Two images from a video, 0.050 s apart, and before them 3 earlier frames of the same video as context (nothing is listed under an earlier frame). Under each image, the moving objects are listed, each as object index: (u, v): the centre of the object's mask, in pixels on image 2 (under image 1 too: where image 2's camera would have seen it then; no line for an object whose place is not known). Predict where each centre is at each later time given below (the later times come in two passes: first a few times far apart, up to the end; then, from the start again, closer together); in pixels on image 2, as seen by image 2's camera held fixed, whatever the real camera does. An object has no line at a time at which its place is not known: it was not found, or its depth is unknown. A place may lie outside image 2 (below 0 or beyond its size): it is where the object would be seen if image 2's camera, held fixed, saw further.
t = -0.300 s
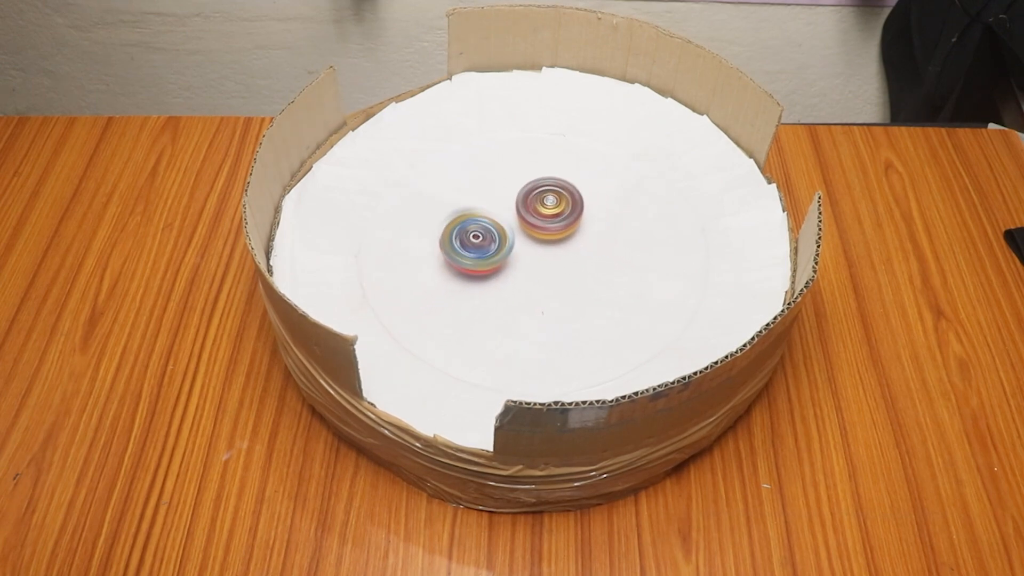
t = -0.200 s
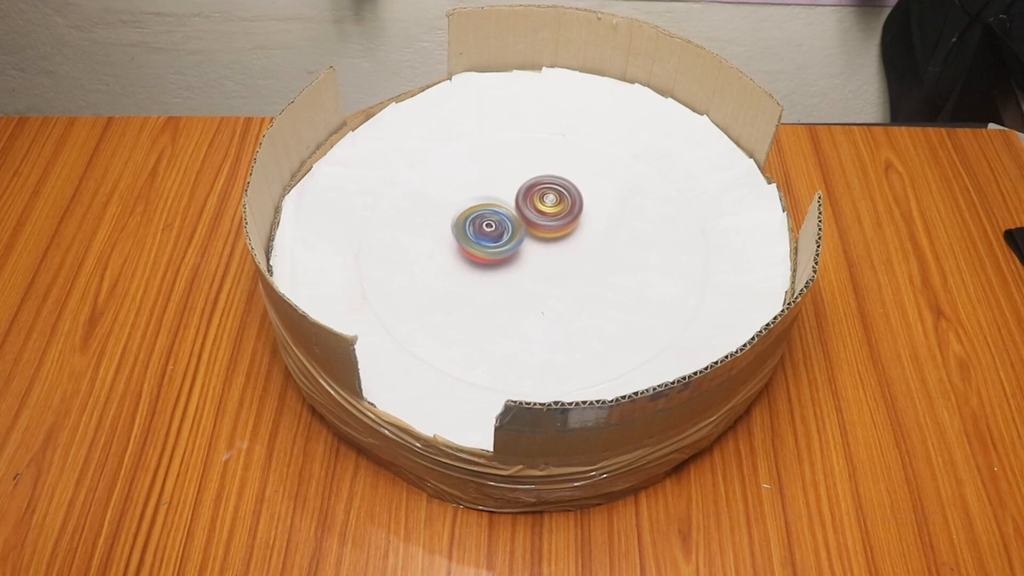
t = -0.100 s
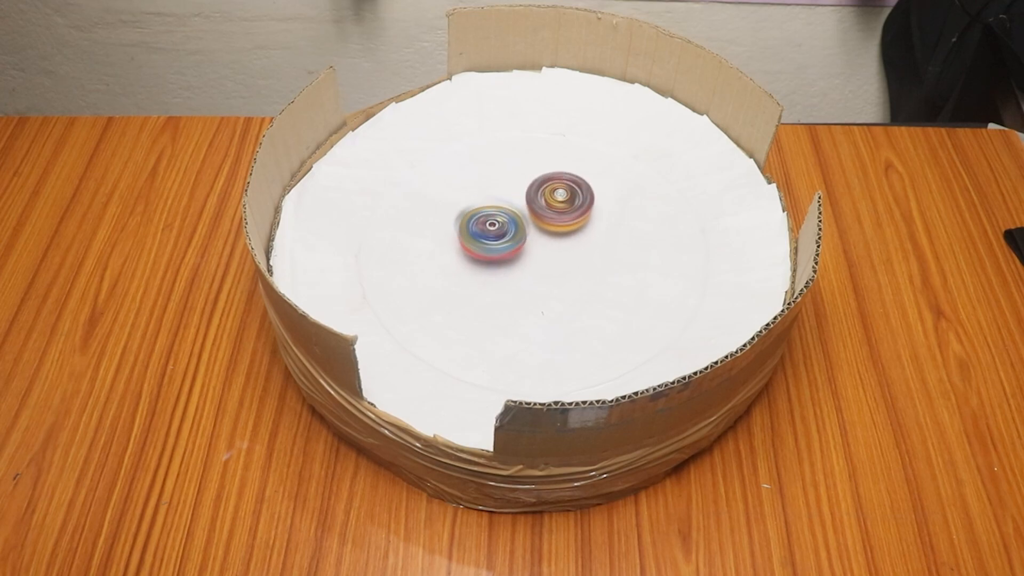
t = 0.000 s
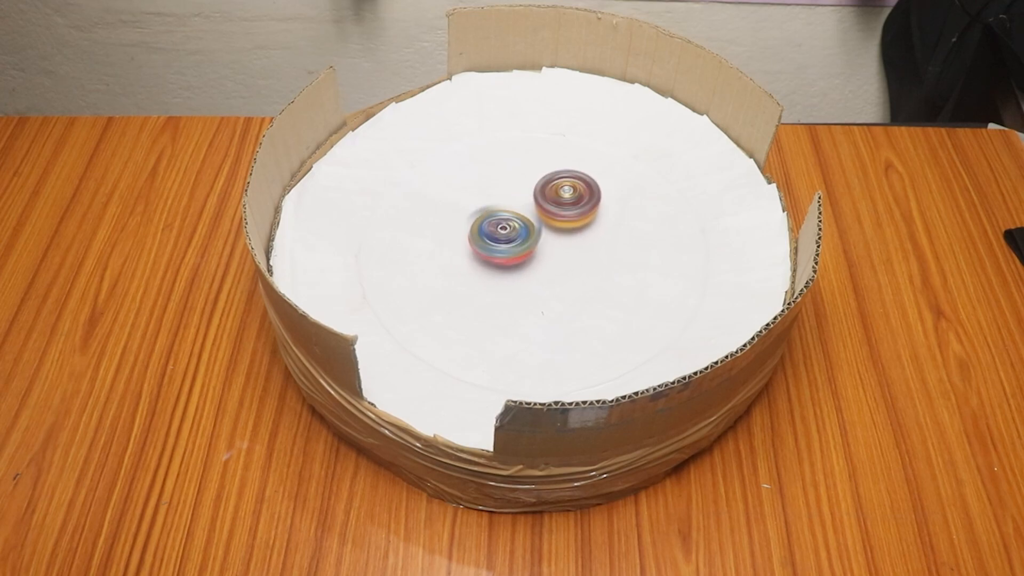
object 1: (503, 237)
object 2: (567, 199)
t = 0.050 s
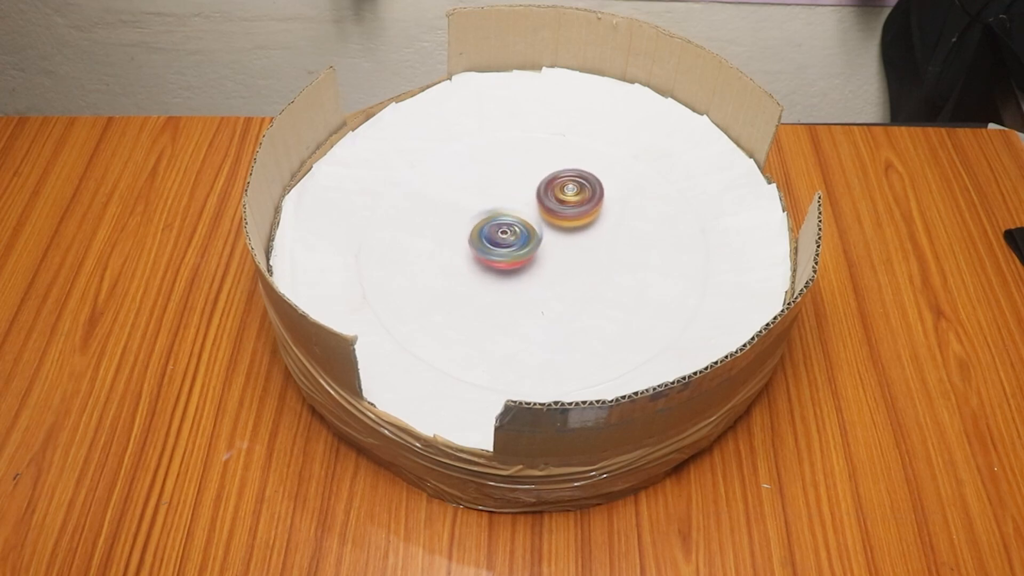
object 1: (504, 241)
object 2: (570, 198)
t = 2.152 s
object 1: (562, 206)
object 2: (624, 280)
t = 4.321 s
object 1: (593, 185)
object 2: (573, 257)
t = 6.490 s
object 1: (536, 185)
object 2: (505, 239)
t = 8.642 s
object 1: (575, 191)
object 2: (481, 278)
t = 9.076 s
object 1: (551, 196)
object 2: (472, 257)
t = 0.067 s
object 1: (506, 242)
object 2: (571, 197)
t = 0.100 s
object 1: (511, 243)
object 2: (574, 196)
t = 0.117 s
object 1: (514, 244)
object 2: (575, 195)
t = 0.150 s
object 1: (519, 245)
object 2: (576, 194)
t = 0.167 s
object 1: (521, 245)
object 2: (578, 193)
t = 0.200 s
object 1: (524, 244)
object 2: (580, 193)
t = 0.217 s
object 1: (526, 244)
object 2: (581, 193)
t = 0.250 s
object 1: (532, 242)
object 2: (581, 194)
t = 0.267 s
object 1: (534, 240)
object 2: (581, 195)
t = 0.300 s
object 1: (537, 238)
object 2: (580, 195)
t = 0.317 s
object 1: (539, 237)
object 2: (580, 195)
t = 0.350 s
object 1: (534, 246)
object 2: (581, 191)
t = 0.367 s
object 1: (532, 248)
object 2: (582, 187)
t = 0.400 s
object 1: (528, 255)
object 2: (584, 181)
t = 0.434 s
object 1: (525, 260)
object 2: (586, 178)
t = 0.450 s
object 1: (523, 262)
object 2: (586, 177)
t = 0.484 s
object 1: (519, 266)
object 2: (588, 175)
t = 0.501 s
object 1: (518, 268)
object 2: (589, 173)
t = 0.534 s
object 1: (515, 273)
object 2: (590, 170)
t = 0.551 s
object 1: (514, 275)
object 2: (591, 169)
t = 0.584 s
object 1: (512, 279)
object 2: (593, 166)
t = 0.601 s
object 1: (510, 281)
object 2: (593, 165)
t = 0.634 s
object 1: (506, 283)
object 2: (594, 163)
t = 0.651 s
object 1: (504, 286)
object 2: (594, 161)
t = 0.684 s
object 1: (502, 287)
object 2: (594, 159)
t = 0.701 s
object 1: (500, 288)
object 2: (593, 158)
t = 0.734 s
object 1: (495, 291)
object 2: (591, 157)
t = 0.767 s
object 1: (492, 292)
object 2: (590, 155)
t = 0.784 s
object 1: (490, 293)
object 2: (590, 154)
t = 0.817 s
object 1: (487, 294)
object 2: (589, 154)
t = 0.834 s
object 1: (485, 294)
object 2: (589, 154)
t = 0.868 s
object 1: (481, 294)
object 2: (590, 154)
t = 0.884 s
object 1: (479, 293)
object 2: (589, 154)
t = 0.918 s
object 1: (476, 291)
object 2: (589, 153)
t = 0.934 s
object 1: (474, 290)
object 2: (588, 153)
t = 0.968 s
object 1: (472, 288)
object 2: (588, 154)
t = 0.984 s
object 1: (470, 287)
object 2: (587, 154)
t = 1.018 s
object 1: (467, 286)
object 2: (586, 156)
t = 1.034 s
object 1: (465, 285)
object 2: (585, 156)
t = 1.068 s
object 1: (462, 283)
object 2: (585, 158)
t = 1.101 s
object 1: (462, 279)
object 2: (584, 161)
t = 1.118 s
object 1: (462, 277)
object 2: (584, 162)
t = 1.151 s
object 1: (463, 275)
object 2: (584, 166)
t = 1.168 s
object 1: (464, 274)
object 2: (583, 168)
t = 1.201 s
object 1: (464, 272)
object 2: (584, 172)
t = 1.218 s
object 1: (465, 269)
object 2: (584, 174)
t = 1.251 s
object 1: (464, 265)
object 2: (584, 178)
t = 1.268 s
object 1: (464, 262)
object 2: (584, 181)
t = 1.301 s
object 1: (465, 258)
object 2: (584, 185)
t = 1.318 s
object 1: (466, 256)
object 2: (585, 187)
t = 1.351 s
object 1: (468, 252)
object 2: (585, 191)
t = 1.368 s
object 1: (469, 249)
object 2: (585, 194)
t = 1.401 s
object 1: (471, 246)
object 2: (584, 198)
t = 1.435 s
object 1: (470, 241)
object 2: (583, 202)
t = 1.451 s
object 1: (470, 240)
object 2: (583, 204)
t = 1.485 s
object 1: (470, 235)
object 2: (583, 208)
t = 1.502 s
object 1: (471, 233)
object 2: (584, 210)
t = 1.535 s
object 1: (477, 229)
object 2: (585, 215)
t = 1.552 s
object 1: (478, 228)
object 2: (586, 218)
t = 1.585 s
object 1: (483, 224)
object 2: (588, 223)
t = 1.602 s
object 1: (485, 223)
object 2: (590, 225)
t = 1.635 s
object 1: (490, 219)
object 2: (591, 229)
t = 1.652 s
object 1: (492, 219)
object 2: (591, 230)
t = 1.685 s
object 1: (495, 214)
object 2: (592, 235)
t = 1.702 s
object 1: (495, 213)
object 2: (593, 236)
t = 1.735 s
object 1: (500, 209)
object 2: (594, 240)
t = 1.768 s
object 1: (507, 208)
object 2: (597, 244)
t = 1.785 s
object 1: (511, 208)
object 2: (598, 246)
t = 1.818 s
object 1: (517, 206)
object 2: (599, 250)
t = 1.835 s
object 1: (519, 204)
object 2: (600, 252)
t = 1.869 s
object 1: (520, 202)
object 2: (601, 256)
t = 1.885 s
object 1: (520, 200)
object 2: (601, 258)
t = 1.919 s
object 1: (524, 197)
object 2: (601, 261)
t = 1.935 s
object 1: (527, 197)
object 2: (602, 262)
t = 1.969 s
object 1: (533, 198)
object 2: (603, 265)
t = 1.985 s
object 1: (536, 200)
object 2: (604, 267)
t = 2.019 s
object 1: (541, 201)
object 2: (608, 270)
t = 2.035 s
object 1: (544, 202)
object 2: (610, 272)
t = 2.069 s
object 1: (551, 203)
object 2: (614, 274)
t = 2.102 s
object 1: (555, 205)
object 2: (618, 276)
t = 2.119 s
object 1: (557, 206)
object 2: (620, 277)
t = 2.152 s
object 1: (562, 206)
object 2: (624, 280)
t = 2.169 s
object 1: (565, 207)
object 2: (624, 280)
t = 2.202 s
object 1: (571, 209)
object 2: (625, 281)
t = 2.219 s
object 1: (573, 209)
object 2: (624, 281)
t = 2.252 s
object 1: (579, 211)
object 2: (624, 281)
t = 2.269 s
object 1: (581, 213)
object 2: (624, 282)
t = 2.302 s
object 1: (585, 217)
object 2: (623, 281)
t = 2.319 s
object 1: (587, 219)
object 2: (623, 281)
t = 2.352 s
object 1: (589, 221)
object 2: (622, 281)
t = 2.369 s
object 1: (591, 222)
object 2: (621, 281)
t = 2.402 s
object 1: (594, 223)
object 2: (621, 280)
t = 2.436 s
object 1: (597, 224)
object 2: (620, 280)
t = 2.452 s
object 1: (597, 222)
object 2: (622, 282)
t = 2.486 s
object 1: (595, 215)
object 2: (624, 284)
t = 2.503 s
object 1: (594, 214)
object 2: (625, 284)
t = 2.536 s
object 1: (590, 213)
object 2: (624, 285)
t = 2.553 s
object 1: (588, 212)
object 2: (624, 285)
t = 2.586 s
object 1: (585, 214)
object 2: (623, 284)
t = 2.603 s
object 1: (582, 215)
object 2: (623, 284)
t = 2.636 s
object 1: (575, 214)
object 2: (622, 284)
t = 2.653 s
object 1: (571, 215)
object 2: (621, 284)
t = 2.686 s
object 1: (565, 216)
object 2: (621, 284)
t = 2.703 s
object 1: (562, 216)
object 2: (621, 284)
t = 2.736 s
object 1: (557, 217)
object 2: (622, 284)
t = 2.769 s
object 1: (554, 219)
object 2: (621, 283)
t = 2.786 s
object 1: (553, 219)
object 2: (619, 283)
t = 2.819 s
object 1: (551, 220)
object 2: (617, 282)
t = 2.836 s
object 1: (550, 221)
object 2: (614, 281)
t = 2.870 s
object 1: (547, 221)
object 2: (611, 280)
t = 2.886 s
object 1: (546, 222)
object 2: (609, 279)
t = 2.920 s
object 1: (545, 224)
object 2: (605, 277)
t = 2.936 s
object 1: (544, 225)
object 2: (604, 276)
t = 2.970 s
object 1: (542, 229)
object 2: (601, 276)
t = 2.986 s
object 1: (540, 230)
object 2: (600, 276)
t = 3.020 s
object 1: (537, 232)
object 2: (596, 275)
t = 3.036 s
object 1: (535, 232)
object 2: (594, 274)
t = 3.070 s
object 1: (533, 234)
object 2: (591, 274)
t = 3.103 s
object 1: (526, 229)
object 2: (593, 278)
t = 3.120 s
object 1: (523, 226)
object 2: (594, 279)
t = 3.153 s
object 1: (519, 224)
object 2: (589, 279)
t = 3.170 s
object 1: (516, 222)
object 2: (587, 279)
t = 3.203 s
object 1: (513, 221)
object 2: (583, 280)
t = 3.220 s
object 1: (511, 219)
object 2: (581, 281)
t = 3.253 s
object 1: (508, 215)
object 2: (578, 283)
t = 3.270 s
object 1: (508, 213)
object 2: (576, 283)
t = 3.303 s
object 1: (508, 211)
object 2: (573, 283)
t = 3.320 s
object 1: (510, 209)
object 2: (571, 283)
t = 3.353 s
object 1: (514, 205)
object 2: (569, 281)
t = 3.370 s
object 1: (516, 204)
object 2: (567, 280)
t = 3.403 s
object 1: (516, 203)
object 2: (566, 278)
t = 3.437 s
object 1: (514, 198)
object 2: (564, 277)
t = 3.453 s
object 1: (513, 197)
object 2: (563, 276)
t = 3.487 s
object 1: (512, 194)
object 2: (562, 275)
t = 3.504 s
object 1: (512, 191)
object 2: (562, 274)
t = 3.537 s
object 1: (515, 188)
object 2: (562, 272)
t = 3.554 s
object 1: (518, 187)
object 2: (563, 271)
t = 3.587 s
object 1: (520, 185)
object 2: (562, 268)
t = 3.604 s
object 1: (519, 184)
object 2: (562, 266)
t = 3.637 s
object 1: (523, 182)
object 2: (561, 263)
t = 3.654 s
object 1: (525, 182)
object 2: (560, 262)
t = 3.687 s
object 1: (529, 181)
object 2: (560, 259)
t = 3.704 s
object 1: (530, 180)
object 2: (559, 258)
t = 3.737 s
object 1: (535, 181)
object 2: (558, 255)
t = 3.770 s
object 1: (539, 180)
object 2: (558, 252)
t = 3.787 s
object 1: (541, 181)
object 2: (558, 251)
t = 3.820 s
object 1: (547, 184)
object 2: (559, 249)
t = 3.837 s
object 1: (548, 185)
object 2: (559, 248)
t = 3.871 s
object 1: (551, 187)
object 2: (561, 247)
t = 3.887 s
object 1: (554, 187)
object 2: (562, 248)
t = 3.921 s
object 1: (556, 185)
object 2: (566, 250)
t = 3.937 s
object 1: (558, 186)
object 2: (567, 251)
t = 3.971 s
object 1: (563, 185)
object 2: (569, 252)
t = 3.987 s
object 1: (565, 185)
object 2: (569, 253)
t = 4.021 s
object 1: (567, 183)
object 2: (571, 255)
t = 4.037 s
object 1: (568, 182)
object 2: (572, 256)
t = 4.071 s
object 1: (573, 180)
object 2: (573, 257)
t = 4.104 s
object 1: (575, 180)
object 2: (573, 258)
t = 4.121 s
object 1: (576, 180)
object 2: (573, 258)
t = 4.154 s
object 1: (581, 182)
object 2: (573, 258)
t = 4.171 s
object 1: (582, 183)
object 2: (573, 258)
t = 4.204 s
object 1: (583, 185)
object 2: (573, 258)
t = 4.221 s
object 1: (585, 185)
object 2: (572, 258)
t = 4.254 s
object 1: (588, 183)
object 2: (572, 257)
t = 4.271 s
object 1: (590, 183)
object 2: (572, 257)
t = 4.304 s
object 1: (592, 184)
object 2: (573, 257)
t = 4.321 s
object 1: (593, 185)
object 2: (573, 257)
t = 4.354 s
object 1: (594, 187)
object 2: (573, 257)
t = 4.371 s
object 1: (594, 189)
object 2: (574, 258)
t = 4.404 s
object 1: (596, 192)
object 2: (574, 258)
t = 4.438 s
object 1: (596, 197)
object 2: (573, 258)
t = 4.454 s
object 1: (595, 198)
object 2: (573, 258)
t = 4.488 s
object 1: (597, 202)
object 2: (574, 259)
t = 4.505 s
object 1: (597, 204)
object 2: (575, 260)
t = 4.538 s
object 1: (598, 204)
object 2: (574, 260)
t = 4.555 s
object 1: (600, 204)
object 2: (573, 261)
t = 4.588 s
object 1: (599, 203)
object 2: (571, 262)
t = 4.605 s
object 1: (598, 202)
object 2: (570, 262)
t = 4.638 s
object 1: (599, 200)
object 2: (568, 262)
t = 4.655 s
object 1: (598, 199)
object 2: (568, 262)
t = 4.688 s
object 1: (598, 199)
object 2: (566, 260)
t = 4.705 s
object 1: (599, 201)
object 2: (565, 259)
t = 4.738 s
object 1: (595, 202)
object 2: (563, 258)
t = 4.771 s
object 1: (594, 204)
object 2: (561, 257)
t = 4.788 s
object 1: (593, 206)
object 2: (558, 259)
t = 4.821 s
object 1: (598, 197)
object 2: (551, 267)
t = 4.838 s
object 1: (599, 194)
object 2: (548, 271)
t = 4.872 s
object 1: (602, 191)
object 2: (544, 276)
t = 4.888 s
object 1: (604, 189)
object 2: (542, 278)
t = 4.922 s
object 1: (605, 188)
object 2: (540, 281)
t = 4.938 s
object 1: (604, 187)
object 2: (539, 282)
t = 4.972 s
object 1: (609, 184)
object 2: (536, 283)
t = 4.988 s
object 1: (611, 184)
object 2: (535, 284)
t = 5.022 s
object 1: (614, 184)
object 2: (533, 285)
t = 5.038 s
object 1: (616, 183)
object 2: (532, 286)
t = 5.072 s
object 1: (616, 181)
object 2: (531, 288)
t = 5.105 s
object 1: (618, 178)
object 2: (530, 290)
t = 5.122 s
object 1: (618, 176)
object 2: (529, 291)
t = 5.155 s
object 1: (621, 174)
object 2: (528, 292)
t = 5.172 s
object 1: (623, 172)
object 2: (528, 293)
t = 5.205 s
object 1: (624, 172)
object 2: (529, 294)
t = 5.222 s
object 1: (625, 170)
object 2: (530, 294)
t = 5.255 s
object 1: (625, 167)
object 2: (531, 295)
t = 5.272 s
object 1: (625, 166)
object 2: (532, 295)
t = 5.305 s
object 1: (624, 165)
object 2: (535, 295)
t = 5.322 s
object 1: (622, 165)
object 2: (537, 294)
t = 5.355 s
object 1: (618, 167)
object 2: (538, 293)
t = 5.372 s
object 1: (616, 168)
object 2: (539, 292)
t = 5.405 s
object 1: (612, 169)
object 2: (541, 290)
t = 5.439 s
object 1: (606, 172)
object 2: (543, 289)
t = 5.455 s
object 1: (604, 172)
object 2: (545, 287)
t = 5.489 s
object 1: (601, 174)
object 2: (546, 285)
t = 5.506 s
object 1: (600, 174)
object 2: (548, 283)
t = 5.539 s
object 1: (597, 174)
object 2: (549, 280)
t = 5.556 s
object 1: (594, 175)
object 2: (550, 279)
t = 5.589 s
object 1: (589, 175)
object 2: (552, 276)
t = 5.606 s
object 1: (586, 176)
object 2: (552, 274)
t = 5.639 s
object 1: (582, 175)
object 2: (553, 272)
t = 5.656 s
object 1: (580, 175)
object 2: (554, 270)
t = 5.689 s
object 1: (577, 176)
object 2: (555, 267)
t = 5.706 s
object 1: (576, 175)
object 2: (556, 265)
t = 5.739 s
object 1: (571, 176)
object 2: (555, 262)
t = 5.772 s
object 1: (565, 174)
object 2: (555, 258)
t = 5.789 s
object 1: (564, 172)
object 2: (554, 256)
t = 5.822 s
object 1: (562, 172)
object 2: (552, 253)
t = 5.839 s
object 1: (560, 172)
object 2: (552, 252)
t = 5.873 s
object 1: (556, 170)
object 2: (550, 249)
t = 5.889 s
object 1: (553, 170)
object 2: (550, 248)
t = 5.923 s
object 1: (550, 168)
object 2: (547, 245)
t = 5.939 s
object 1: (548, 167)
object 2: (547, 244)
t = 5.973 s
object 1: (547, 164)
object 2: (544, 242)
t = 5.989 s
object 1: (544, 163)
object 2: (542, 241)
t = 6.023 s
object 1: (543, 162)
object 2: (539, 239)
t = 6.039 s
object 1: (540, 161)
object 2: (537, 239)
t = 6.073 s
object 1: (540, 159)
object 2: (535, 237)
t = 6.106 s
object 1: (536, 159)
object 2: (532, 235)
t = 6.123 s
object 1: (536, 159)
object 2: (531, 234)
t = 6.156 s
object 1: (534, 159)
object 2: (528, 232)
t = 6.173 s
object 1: (534, 159)
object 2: (526, 232)
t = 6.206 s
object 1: (531, 161)
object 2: (523, 231)
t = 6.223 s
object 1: (531, 163)
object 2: (521, 231)
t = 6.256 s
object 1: (531, 165)
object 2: (519, 231)
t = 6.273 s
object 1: (532, 166)
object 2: (517, 231)
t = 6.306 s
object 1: (533, 169)
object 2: (515, 231)
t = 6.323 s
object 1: (534, 171)
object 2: (514, 232)
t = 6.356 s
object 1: (533, 173)
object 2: (513, 234)
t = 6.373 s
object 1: (534, 176)
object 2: (513, 235)
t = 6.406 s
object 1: (533, 178)
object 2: (511, 237)
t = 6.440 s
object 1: (534, 180)
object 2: (509, 237)
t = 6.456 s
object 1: (534, 182)
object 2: (508, 238)
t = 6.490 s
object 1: (536, 185)
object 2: (505, 239)
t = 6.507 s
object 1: (538, 185)
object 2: (502, 243)
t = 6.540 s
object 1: (543, 184)
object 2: (499, 247)
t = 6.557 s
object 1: (545, 184)
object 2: (498, 248)
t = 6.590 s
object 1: (548, 184)
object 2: (497, 252)
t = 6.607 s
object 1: (551, 186)
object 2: (498, 253)
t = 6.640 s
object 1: (554, 188)
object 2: (498, 256)
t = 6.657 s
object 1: (556, 189)
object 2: (498, 258)
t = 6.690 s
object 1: (559, 191)
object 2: (498, 259)
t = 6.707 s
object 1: (561, 191)
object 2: (499, 261)
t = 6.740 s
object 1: (562, 194)
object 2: (501, 262)
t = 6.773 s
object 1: (565, 196)
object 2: (504, 265)
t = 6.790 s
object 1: (566, 196)
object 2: (506, 265)
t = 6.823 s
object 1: (568, 198)
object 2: (509, 266)
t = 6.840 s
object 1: (570, 199)
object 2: (511, 266)
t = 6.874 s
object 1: (571, 201)
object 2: (515, 267)
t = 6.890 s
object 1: (572, 202)
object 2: (517, 266)
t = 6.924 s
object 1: (573, 204)
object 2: (521, 266)
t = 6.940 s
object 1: (574, 205)
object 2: (522, 266)
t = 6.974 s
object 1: (574, 209)
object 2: (527, 265)
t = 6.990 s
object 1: (573, 209)
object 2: (528, 264)
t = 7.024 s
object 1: (572, 214)
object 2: (532, 263)
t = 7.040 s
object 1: (570, 214)
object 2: (532, 264)
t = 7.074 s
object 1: (578, 205)
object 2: (523, 279)
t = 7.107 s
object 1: (583, 198)
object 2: (516, 289)
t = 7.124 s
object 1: (584, 196)
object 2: (512, 294)
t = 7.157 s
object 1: (587, 193)
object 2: (507, 300)
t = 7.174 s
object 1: (588, 193)
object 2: (506, 302)
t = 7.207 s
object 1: (589, 194)
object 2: (506, 304)
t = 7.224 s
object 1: (588, 193)
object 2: (507, 304)
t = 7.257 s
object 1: (587, 191)
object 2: (508, 302)
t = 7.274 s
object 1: (586, 190)
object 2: (507, 302)
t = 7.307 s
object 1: (586, 188)
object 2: (507, 302)
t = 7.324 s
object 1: (588, 186)
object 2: (508, 302)
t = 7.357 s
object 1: (593, 186)
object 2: (508, 302)
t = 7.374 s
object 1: (593, 188)
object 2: (509, 302)
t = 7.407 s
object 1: (595, 190)
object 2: (510, 301)
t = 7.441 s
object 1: (595, 191)
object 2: (509, 302)
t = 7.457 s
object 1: (595, 192)
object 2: (509, 301)
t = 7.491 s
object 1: (596, 195)
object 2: (509, 300)
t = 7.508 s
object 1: (597, 197)
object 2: (509, 300)
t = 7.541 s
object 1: (596, 199)
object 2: (509, 298)
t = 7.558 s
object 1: (595, 201)
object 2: (510, 297)
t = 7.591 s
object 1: (594, 202)
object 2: (509, 295)
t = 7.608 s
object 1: (593, 203)
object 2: (509, 294)
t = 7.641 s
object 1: (593, 203)
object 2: (508, 292)
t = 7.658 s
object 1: (593, 203)
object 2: (507, 292)
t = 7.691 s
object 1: (591, 205)
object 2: (505, 290)
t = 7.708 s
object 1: (589, 205)
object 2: (504, 289)
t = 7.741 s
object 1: (587, 205)
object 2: (502, 289)
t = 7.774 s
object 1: (585, 206)
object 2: (501, 287)
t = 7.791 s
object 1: (584, 208)
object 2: (501, 286)
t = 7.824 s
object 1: (581, 208)
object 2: (499, 284)
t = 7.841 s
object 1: (581, 207)
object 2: (498, 283)
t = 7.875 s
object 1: (577, 207)
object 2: (495, 282)
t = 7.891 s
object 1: (575, 207)
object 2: (493, 282)
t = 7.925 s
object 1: (571, 206)
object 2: (492, 282)
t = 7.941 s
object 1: (570, 205)
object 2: (491, 281)
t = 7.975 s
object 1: (568, 203)
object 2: (488, 281)
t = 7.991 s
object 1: (566, 202)
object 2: (487, 280)
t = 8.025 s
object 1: (566, 200)
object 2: (484, 280)
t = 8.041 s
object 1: (567, 200)
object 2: (483, 280)
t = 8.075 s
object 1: (566, 200)
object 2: (481, 281)
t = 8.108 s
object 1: (564, 199)
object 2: (479, 280)
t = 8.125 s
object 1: (562, 197)
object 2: (478, 280)
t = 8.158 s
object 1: (561, 196)
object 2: (476, 280)
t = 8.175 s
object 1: (562, 195)
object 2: (475, 281)
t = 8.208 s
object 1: (563, 194)
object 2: (474, 283)
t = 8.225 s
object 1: (563, 192)
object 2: (474, 283)
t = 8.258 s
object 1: (565, 191)
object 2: (473, 283)
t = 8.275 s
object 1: (565, 192)
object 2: (472, 283)
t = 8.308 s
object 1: (568, 191)
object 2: (469, 284)
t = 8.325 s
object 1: (569, 189)
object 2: (469, 285)
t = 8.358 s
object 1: (571, 189)
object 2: (470, 287)
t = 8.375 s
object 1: (571, 189)
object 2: (471, 287)
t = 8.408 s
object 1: (574, 189)
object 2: (472, 285)
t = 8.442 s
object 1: (576, 189)
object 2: (471, 285)
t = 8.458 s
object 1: (577, 190)
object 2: (472, 285)
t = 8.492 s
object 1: (580, 193)
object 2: (475, 284)
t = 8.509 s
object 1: (581, 193)
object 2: (475, 284)
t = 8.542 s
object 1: (579, 196)
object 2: (477, 282)
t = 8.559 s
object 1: (577, 195)
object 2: (478, 281)
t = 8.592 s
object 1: (575, 194)
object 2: (478, 280)
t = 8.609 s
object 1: (574, 193)
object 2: (479, 280)
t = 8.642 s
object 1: (575, 191)
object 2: (481, 278)
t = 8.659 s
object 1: (576, 192)
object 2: (482, 277)
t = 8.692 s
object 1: (576, 193)
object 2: (483, 276)
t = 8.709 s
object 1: (576, 193)
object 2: (484, 275)
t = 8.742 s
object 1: (573, 195)
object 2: (484, 273)
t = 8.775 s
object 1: (569, 196)
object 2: (485, 271)
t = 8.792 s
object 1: (568, 197)
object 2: (485, 271)
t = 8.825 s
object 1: (564, 196)
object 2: (485, 269)
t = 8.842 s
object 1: (562, 197)
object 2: (485, 267)
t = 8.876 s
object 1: (559, 197)
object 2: (484, 265)
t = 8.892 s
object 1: (558, 197)
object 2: (483, 264)
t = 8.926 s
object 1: (557, 196)
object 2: (481, 263)
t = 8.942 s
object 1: (557, 197)
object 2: (481, 263)
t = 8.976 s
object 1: (557, 197)
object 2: (480, 261)
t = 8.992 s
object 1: (556, 196)
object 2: (479, 260)
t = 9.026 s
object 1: (554, 197)
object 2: (478, 259)
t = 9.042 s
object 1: (553, 198)
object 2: (476, 258)
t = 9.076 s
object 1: (551, 196)
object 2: (472, 257)
